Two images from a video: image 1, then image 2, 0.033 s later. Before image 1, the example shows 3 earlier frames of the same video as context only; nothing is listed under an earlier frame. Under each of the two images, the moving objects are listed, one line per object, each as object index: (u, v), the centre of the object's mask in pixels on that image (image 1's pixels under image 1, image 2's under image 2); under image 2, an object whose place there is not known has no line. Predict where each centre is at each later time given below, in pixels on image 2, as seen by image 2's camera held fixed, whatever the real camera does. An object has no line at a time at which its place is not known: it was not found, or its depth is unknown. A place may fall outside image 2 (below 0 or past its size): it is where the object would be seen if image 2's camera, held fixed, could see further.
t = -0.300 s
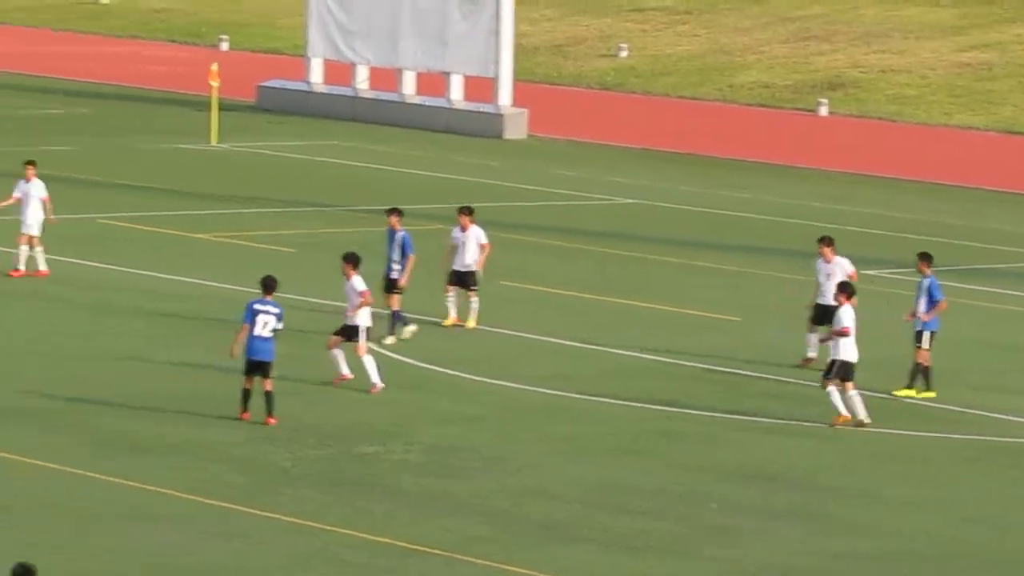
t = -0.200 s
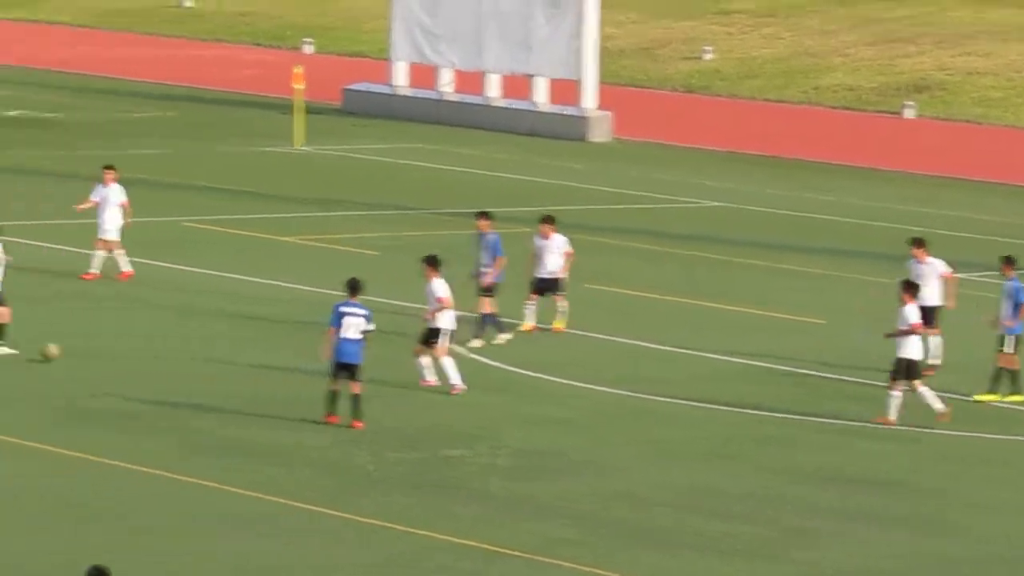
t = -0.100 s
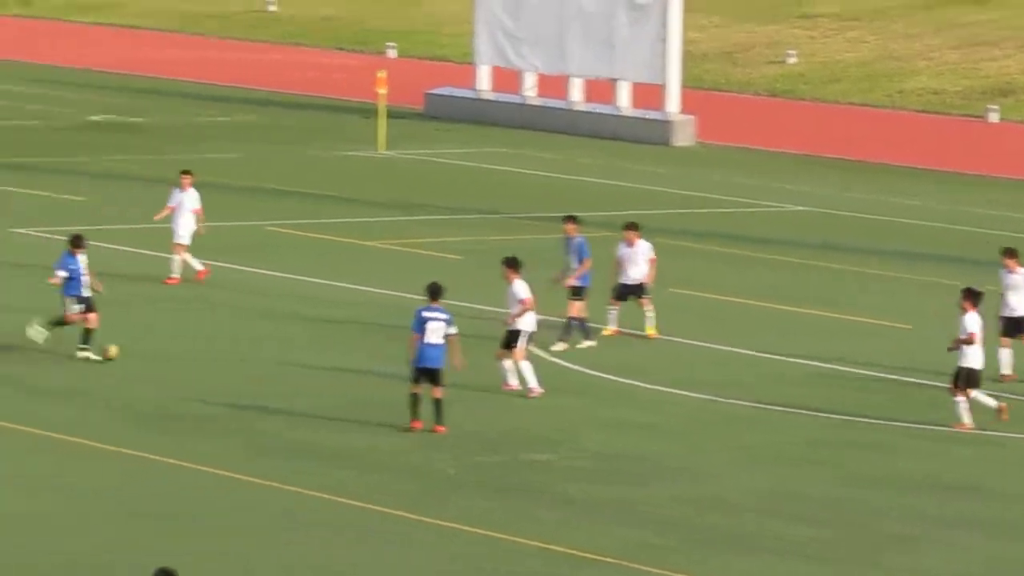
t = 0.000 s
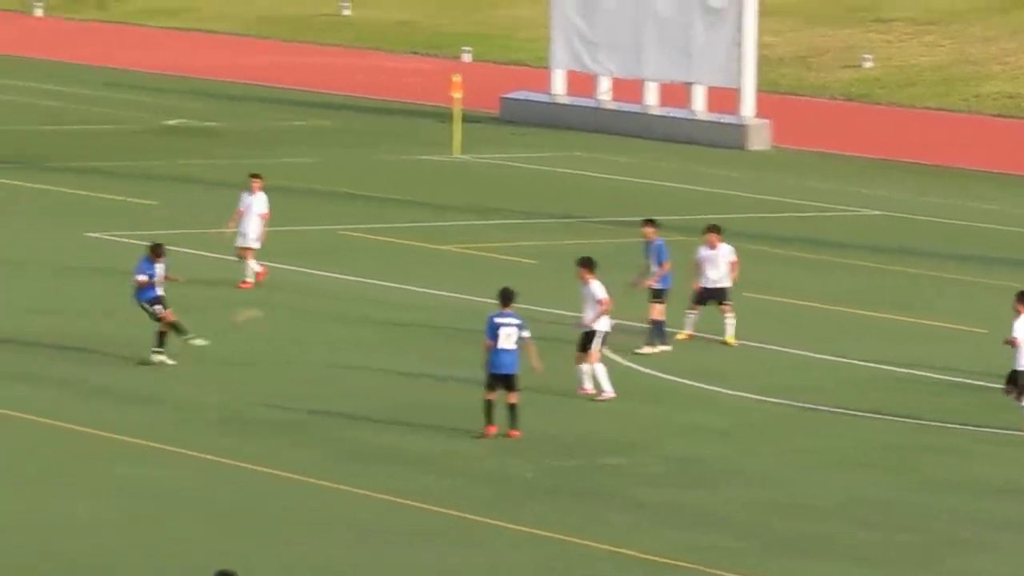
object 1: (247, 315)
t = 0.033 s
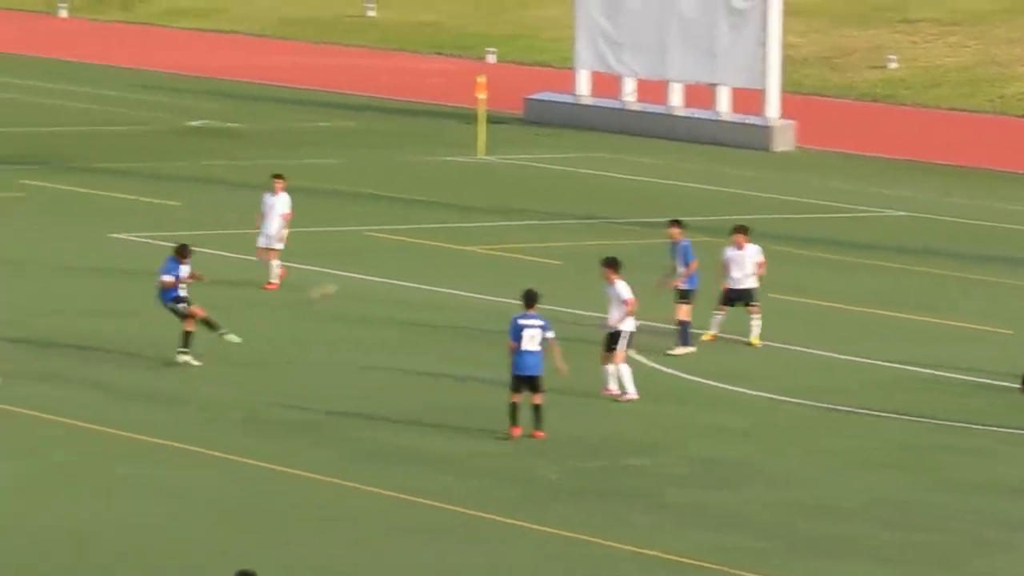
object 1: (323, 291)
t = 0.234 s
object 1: (617, 169)
